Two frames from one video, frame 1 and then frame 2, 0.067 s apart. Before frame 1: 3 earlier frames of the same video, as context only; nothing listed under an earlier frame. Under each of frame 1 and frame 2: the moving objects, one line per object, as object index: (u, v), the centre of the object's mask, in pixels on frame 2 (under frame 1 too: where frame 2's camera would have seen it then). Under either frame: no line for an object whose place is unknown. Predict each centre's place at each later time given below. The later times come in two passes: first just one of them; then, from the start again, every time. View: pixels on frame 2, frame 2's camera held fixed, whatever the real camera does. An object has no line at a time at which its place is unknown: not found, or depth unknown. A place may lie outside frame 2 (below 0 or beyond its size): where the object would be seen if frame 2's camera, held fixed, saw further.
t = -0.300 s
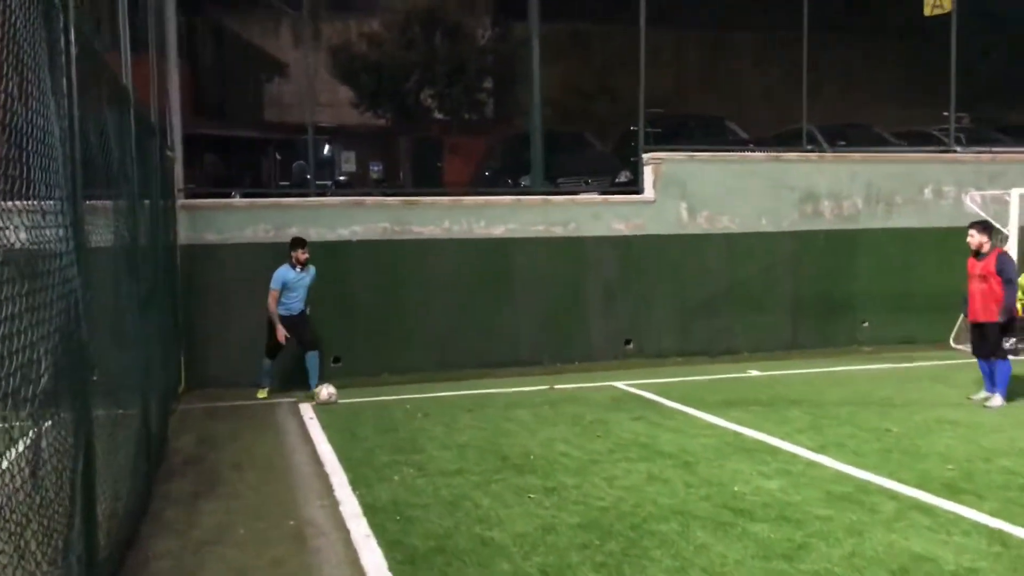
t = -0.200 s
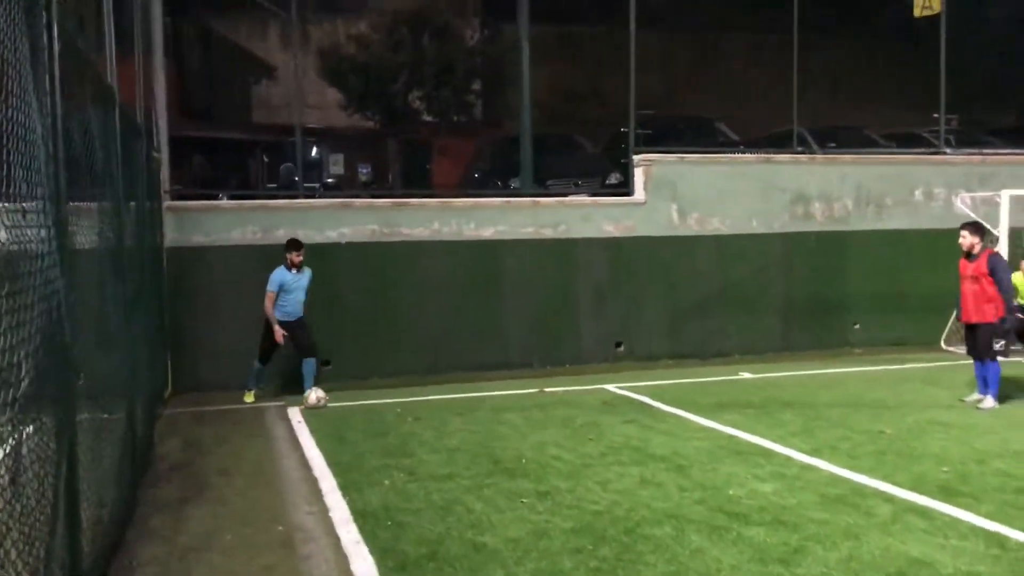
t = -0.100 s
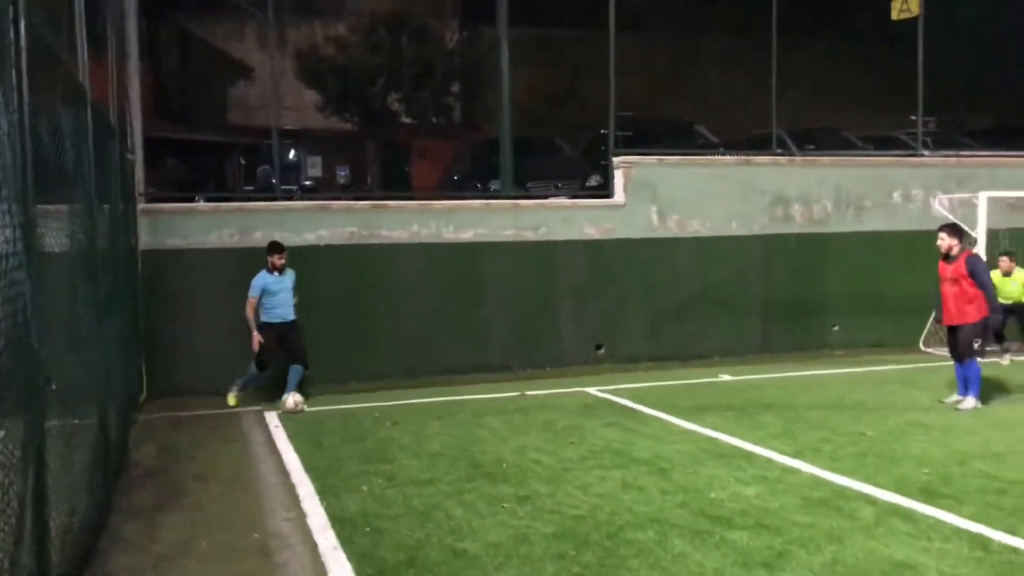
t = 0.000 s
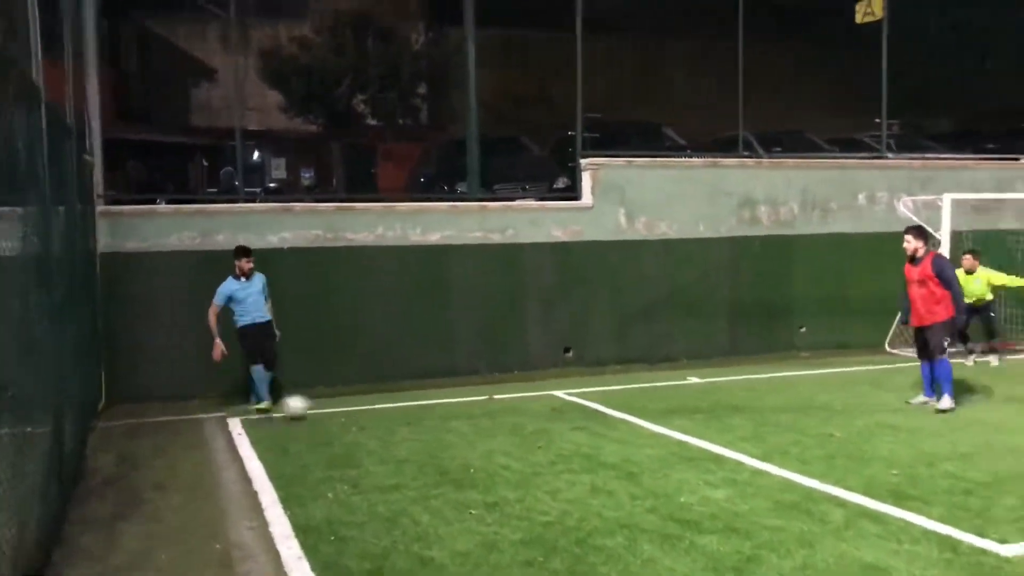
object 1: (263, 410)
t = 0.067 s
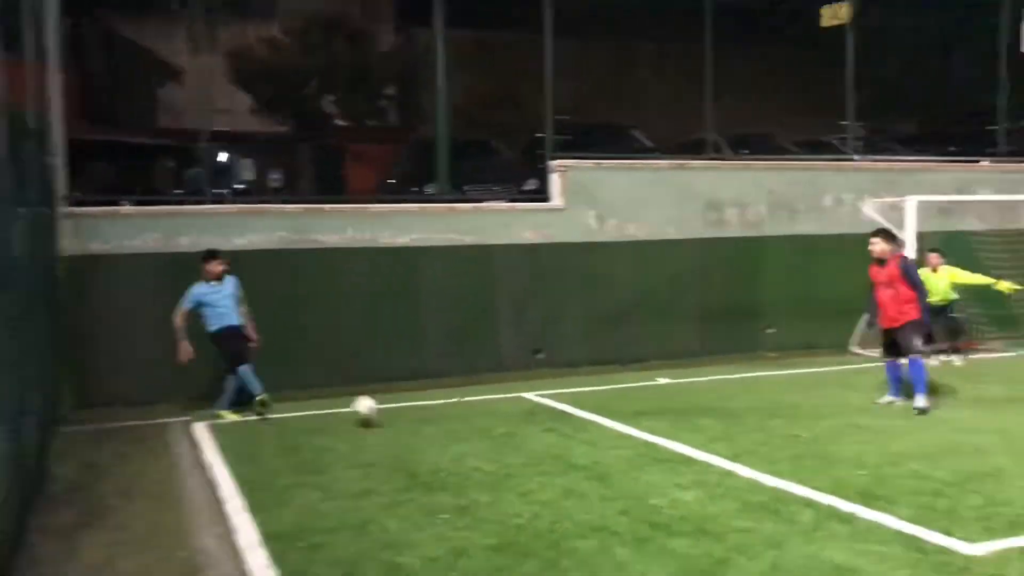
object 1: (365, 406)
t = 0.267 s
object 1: (718, 428)
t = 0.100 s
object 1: (420, 408)
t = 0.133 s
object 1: (474, 409)
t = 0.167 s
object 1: (533, 413)
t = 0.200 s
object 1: (592, 416)
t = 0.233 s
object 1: (654, 424)
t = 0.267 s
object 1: (718, 428)
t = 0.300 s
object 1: (778, 426)
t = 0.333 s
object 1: (839, 424)
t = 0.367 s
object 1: (904, 424)
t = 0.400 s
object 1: (972, 426)
